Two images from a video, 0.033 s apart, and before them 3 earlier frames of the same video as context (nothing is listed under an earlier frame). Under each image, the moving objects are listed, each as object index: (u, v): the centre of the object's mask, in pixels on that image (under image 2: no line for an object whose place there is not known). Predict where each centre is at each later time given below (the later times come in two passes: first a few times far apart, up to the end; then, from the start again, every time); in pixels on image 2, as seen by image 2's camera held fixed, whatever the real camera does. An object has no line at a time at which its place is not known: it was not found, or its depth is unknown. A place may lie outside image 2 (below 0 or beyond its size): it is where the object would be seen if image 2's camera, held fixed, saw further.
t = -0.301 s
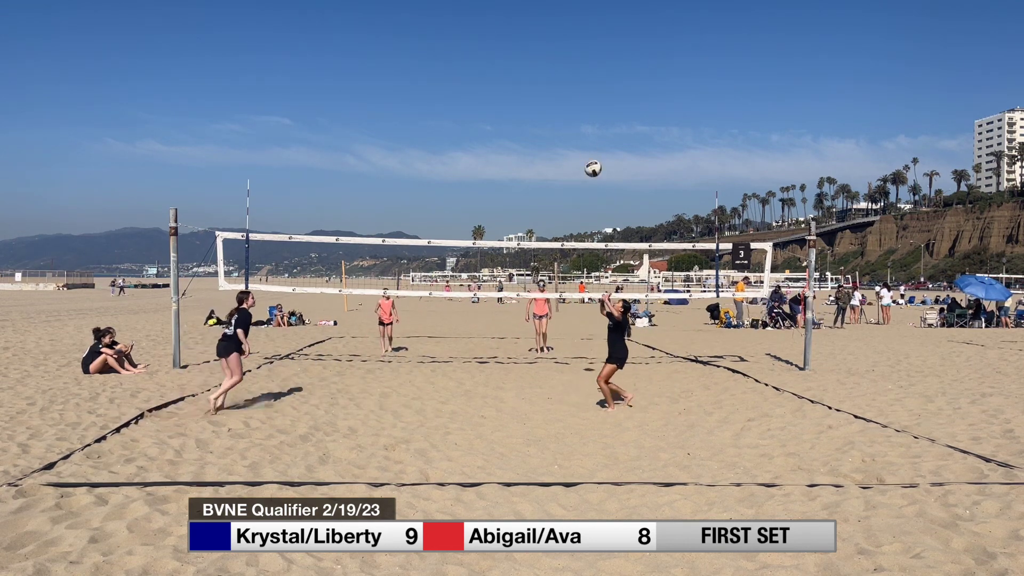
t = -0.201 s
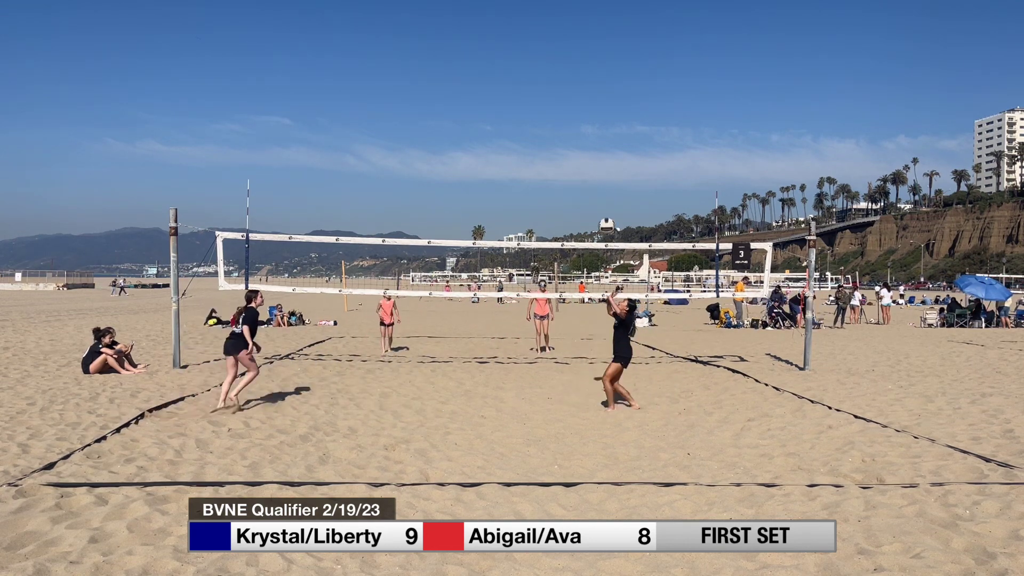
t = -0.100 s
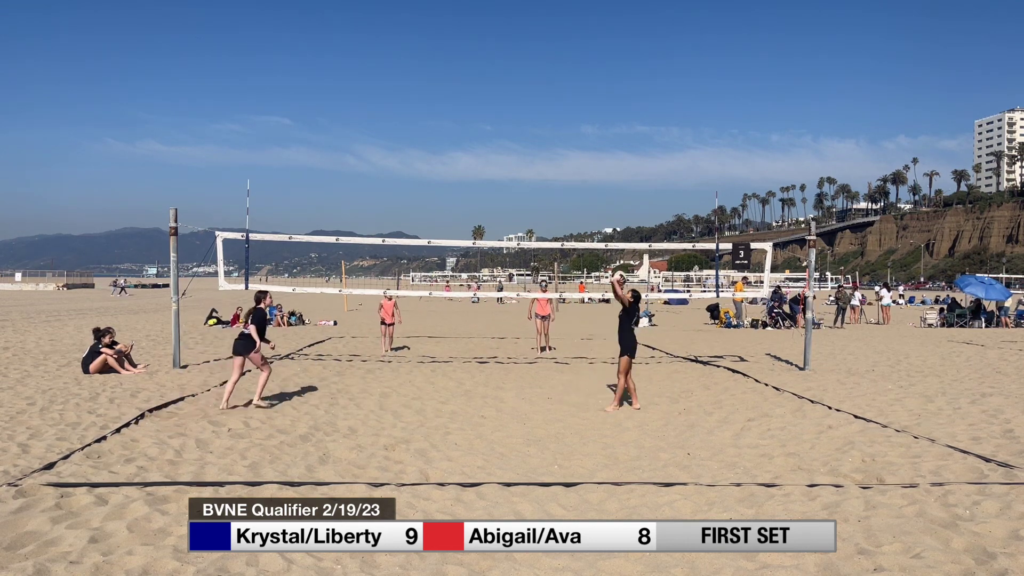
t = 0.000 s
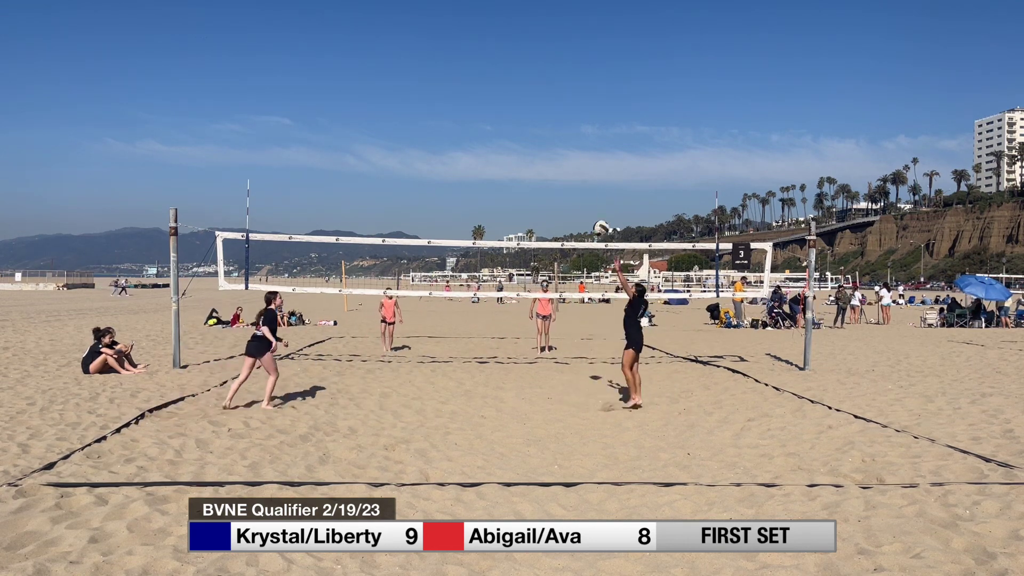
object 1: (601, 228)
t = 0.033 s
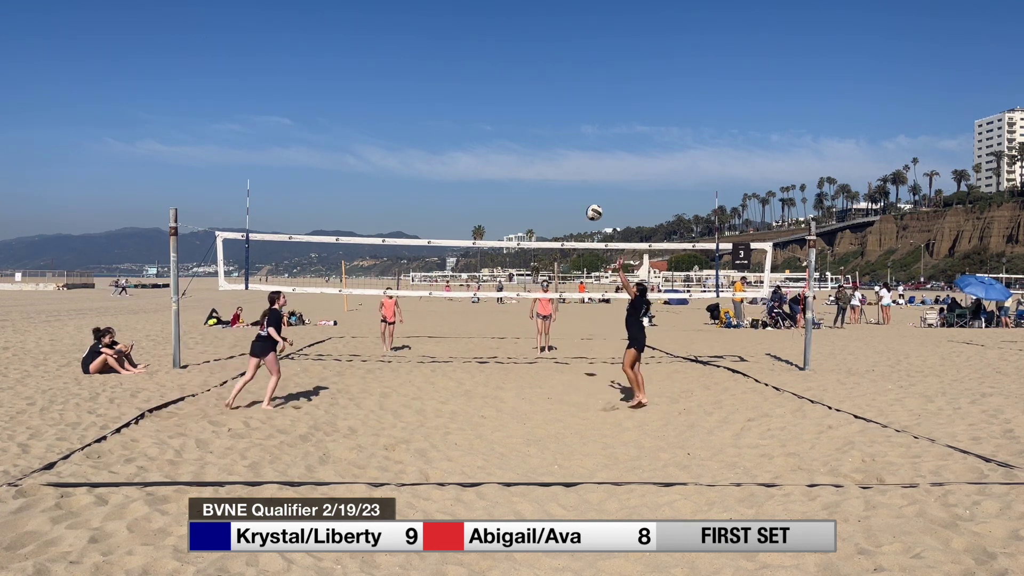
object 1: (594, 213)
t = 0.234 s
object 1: (555, 137)
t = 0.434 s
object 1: (520, 95)
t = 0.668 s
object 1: (482, 86)
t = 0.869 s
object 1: (452, 110)
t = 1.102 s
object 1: (422, 172)
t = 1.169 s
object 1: (414, 195)
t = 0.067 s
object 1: (587, 197)
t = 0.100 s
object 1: (581, 184)
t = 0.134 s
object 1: (574, 171)
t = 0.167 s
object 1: (568, 159)
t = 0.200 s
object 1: (562, 148)
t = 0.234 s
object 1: (555, 137)
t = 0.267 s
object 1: (549, 128)
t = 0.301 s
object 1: (543, 120)
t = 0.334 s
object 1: (537, 112)
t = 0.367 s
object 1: (531, 106)
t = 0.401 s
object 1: (525, 100)
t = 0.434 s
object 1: (520, 95)
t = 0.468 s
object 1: (514, 91)
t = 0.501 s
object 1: (508, 88)
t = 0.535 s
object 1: (503, 86)
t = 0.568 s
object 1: (498, 85)
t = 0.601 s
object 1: (492, 85)
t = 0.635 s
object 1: (487, 85)
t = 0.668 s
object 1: (482, 86)
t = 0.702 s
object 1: (477, 88)
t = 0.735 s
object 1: (471, 91)
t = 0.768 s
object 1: (466, 95)
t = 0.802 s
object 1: (461, 99)
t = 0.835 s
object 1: (457, 104)
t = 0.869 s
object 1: (452, 110)
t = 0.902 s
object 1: (447, 117)
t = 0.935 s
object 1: (443, 124)
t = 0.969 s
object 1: (438, 133)
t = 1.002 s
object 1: (434, 141)
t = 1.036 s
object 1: (430, 151)
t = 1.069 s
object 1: (426, 161)
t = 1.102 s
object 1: (422, 172)
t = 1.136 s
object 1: (418, 183)
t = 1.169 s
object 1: (414, 195)
